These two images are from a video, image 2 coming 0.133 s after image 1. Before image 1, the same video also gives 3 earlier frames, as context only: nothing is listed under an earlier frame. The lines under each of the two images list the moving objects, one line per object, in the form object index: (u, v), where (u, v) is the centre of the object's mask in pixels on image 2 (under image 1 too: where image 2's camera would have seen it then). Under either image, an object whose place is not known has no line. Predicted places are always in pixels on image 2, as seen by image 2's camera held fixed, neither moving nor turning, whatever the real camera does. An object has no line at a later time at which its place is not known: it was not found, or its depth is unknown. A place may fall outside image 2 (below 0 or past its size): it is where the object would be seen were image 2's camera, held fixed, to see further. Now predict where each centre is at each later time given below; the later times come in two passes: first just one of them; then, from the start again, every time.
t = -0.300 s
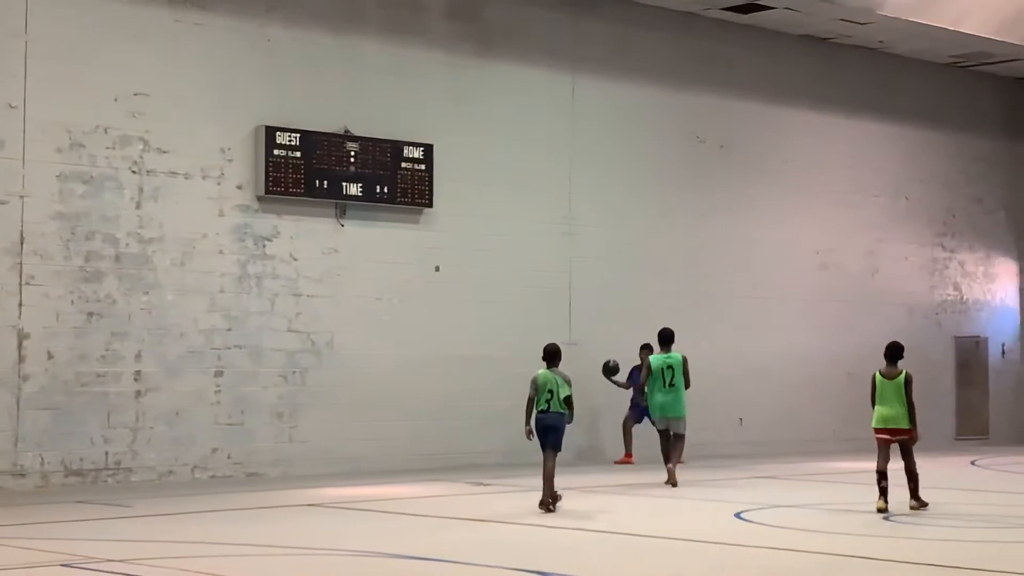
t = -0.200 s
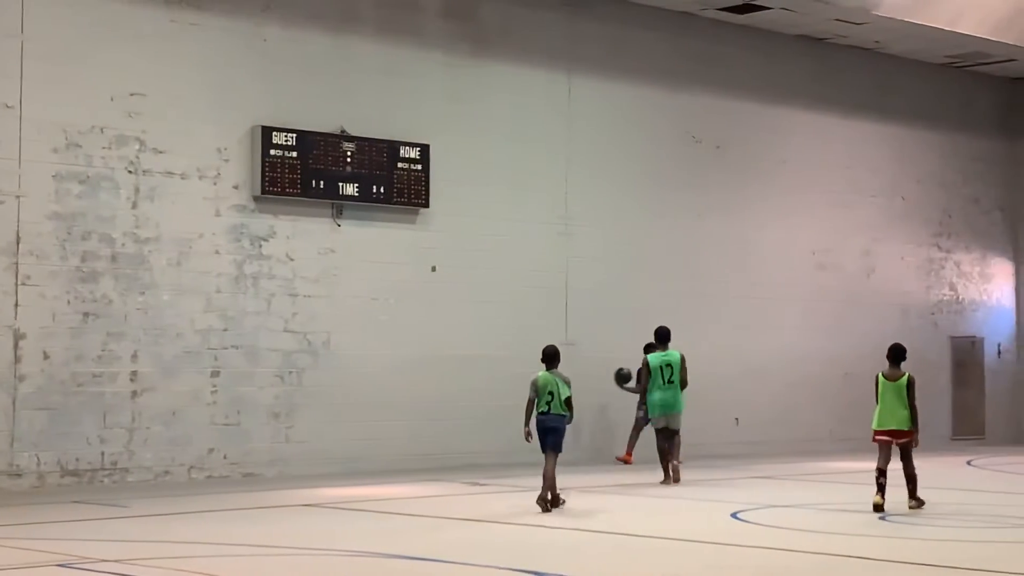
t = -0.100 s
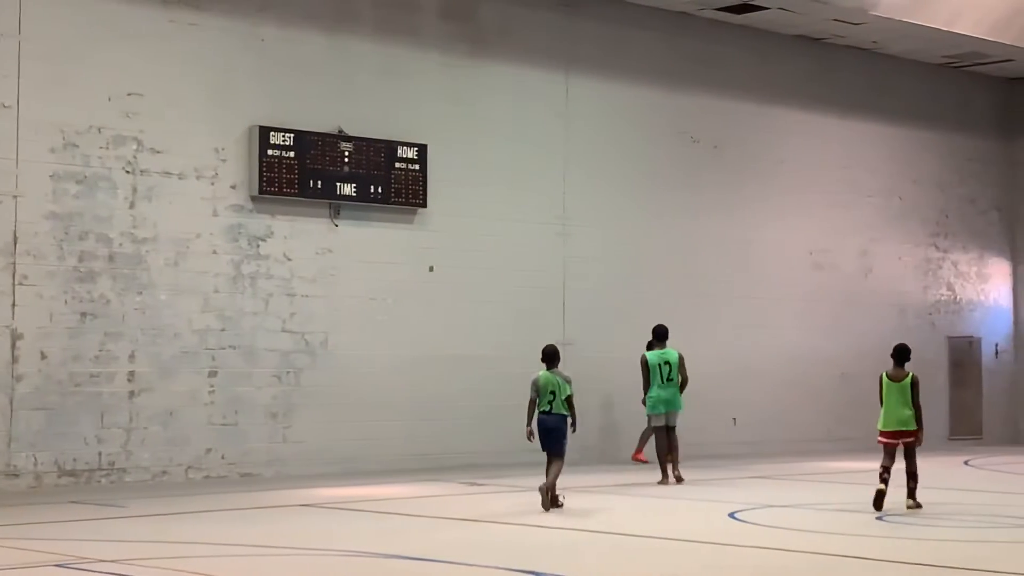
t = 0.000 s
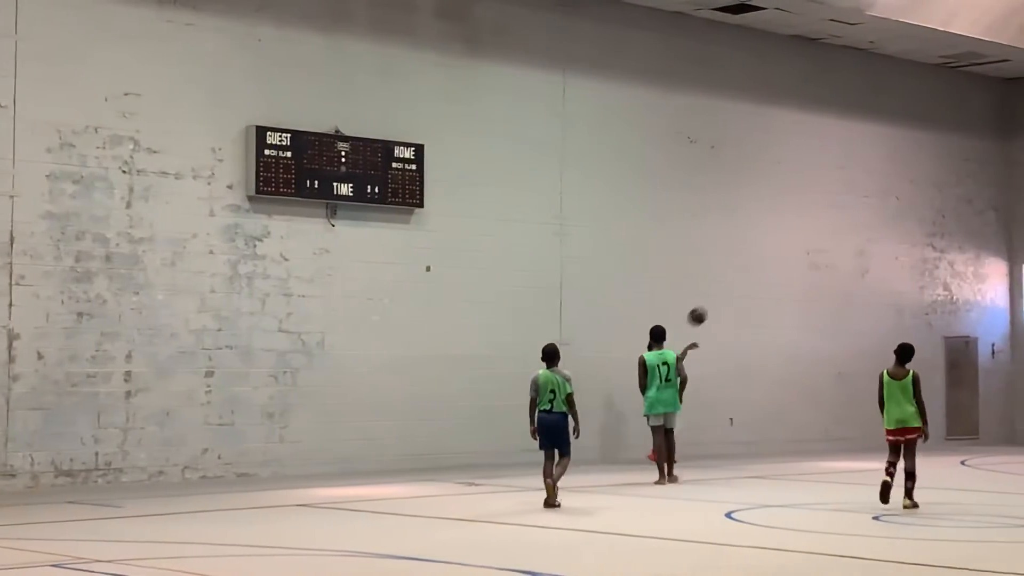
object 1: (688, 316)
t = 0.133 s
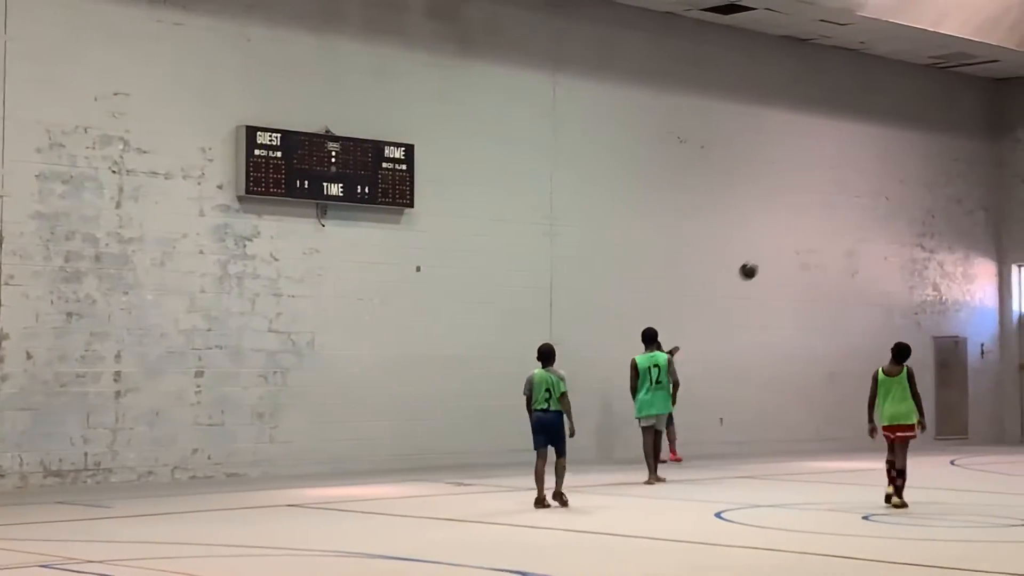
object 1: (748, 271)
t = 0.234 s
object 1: (791, 247)
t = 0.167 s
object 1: (763, 262)
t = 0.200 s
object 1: (777, 254)
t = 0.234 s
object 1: (791, 247)
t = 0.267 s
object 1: (805, 240)
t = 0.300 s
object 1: (819, 235)
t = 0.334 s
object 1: (832, 230)
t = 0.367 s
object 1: (846, 226)
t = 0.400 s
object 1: (860, 223)
